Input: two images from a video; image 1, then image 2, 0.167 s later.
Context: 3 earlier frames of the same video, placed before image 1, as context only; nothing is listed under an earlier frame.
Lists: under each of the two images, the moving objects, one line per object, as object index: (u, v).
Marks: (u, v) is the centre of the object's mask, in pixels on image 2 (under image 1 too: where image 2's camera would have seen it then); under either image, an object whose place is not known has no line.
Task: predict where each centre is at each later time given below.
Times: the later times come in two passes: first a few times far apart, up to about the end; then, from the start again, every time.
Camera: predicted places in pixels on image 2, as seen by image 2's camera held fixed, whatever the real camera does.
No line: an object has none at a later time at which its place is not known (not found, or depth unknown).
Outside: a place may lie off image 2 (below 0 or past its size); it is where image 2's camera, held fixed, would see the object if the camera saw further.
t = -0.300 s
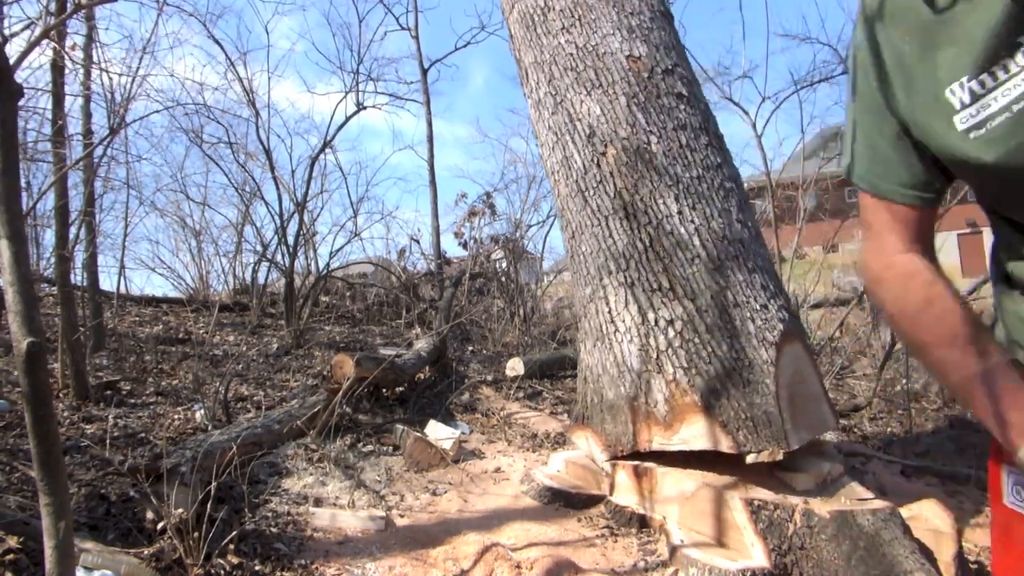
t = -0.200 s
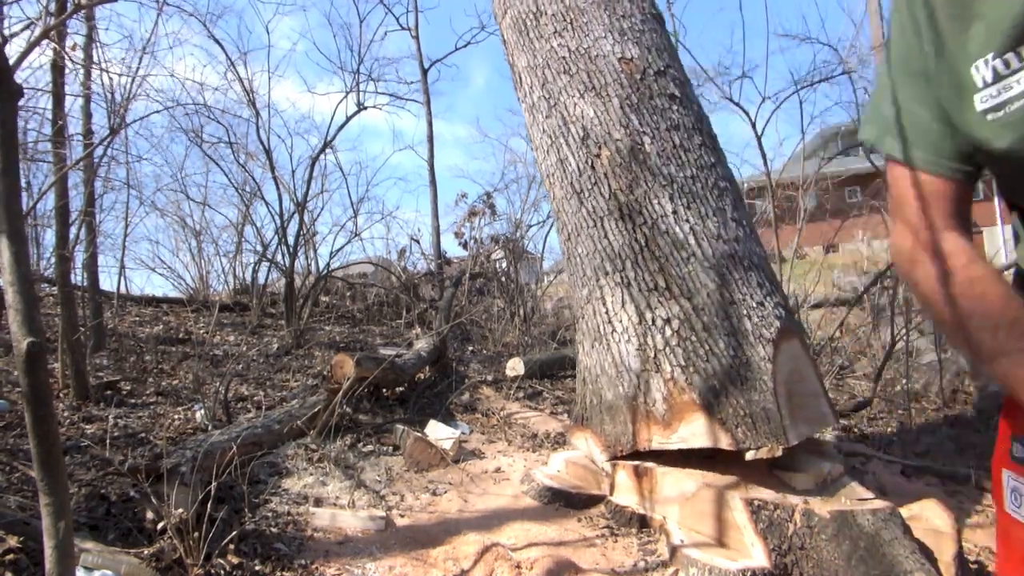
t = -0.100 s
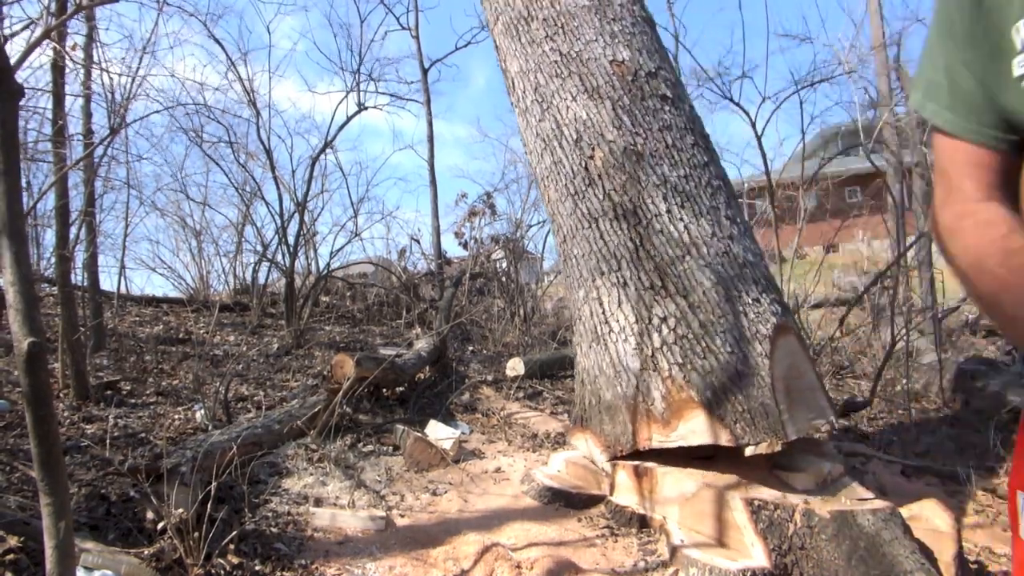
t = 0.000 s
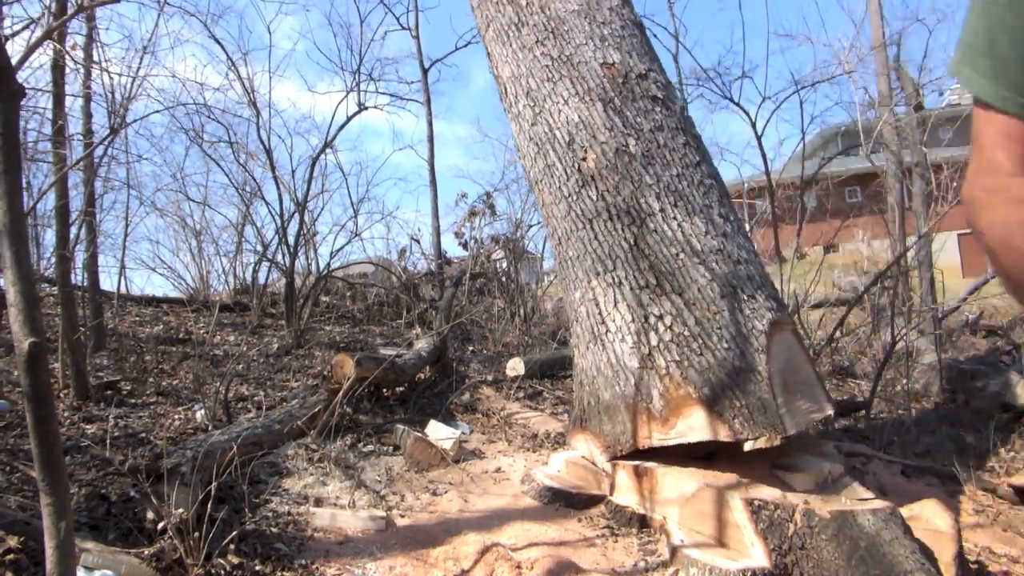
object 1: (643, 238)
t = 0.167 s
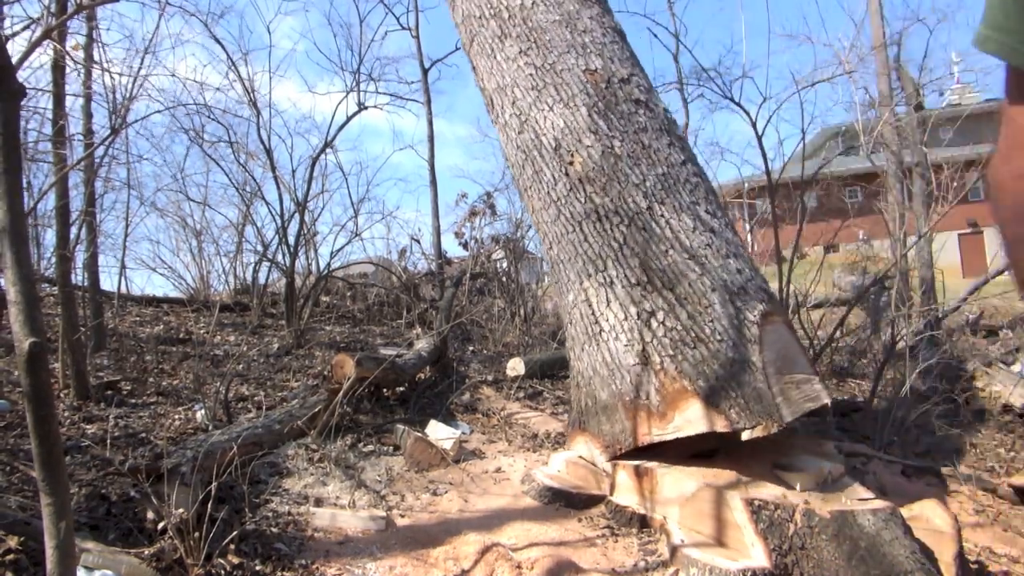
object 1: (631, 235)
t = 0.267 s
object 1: (622, 232)
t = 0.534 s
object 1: (589, 227)
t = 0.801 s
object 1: (550, 232)
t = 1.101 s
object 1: (475, 239)
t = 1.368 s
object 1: (450, 307)
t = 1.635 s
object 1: (432, 328)
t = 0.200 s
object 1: (628, 234)
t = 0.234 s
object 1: (625, 233)
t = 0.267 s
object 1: (622, 232)
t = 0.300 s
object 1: (618, 231)
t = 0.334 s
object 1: (615, 231)
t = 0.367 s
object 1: (611, 230)
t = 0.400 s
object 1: (607, 230)
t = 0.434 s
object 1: (603, 229)
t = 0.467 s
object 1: (599, 228)
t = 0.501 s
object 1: (594, 228)
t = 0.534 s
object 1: (589, 227)
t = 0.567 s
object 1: (587, 233)
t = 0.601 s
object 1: (579, 226)
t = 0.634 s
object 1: (576, 232)
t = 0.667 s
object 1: (571, 232)
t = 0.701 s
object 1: (568, 233)
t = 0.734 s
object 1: (563, 234)
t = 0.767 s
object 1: (557, 233)
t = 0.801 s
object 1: (550, 232)
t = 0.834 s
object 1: (544, 232)
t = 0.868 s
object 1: (538, 233)
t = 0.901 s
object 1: (529, 232)
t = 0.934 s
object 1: (522, 233)
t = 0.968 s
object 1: (513, 233)
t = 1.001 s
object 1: (504, 233)
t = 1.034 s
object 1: (494, 233)
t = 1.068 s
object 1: (483, 235)
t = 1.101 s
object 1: (475, 239)
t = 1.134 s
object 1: (472, 246)
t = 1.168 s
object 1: (469, 254)
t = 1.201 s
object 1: (468, 263)
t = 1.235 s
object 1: (468, 273)
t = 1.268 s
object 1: (465, 281)
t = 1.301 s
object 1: (460, 289)
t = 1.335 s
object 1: (453, 297)
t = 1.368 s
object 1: (450, 307)
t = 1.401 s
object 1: (453, 319)
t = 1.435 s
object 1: (442, 326)
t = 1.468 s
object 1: (438, 319)
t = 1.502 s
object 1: (437, 322)
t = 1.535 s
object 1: (438, 324)
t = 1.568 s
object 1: (435, 326)
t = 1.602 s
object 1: (432, 328)
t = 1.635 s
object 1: (432, 328)
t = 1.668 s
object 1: (432, 328)
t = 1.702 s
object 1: (432, 328)
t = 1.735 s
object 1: (432, 329)
